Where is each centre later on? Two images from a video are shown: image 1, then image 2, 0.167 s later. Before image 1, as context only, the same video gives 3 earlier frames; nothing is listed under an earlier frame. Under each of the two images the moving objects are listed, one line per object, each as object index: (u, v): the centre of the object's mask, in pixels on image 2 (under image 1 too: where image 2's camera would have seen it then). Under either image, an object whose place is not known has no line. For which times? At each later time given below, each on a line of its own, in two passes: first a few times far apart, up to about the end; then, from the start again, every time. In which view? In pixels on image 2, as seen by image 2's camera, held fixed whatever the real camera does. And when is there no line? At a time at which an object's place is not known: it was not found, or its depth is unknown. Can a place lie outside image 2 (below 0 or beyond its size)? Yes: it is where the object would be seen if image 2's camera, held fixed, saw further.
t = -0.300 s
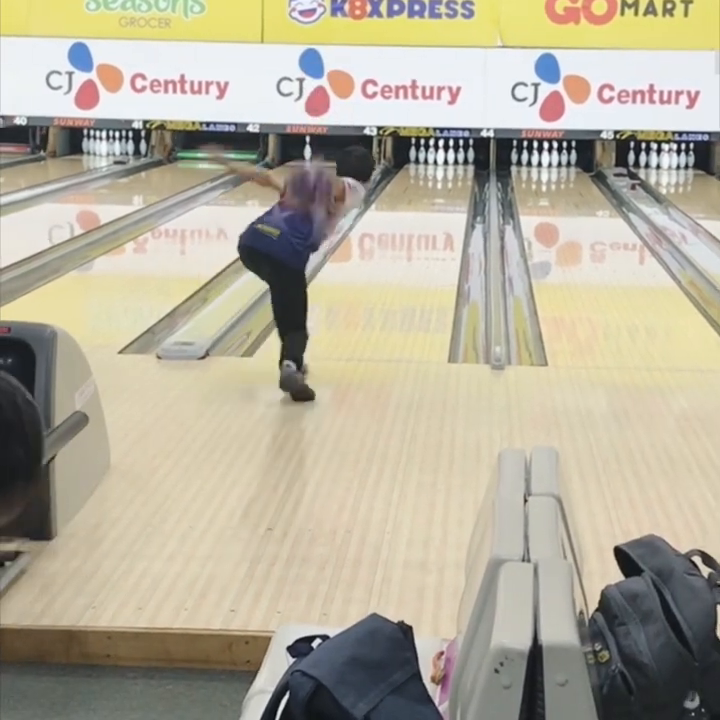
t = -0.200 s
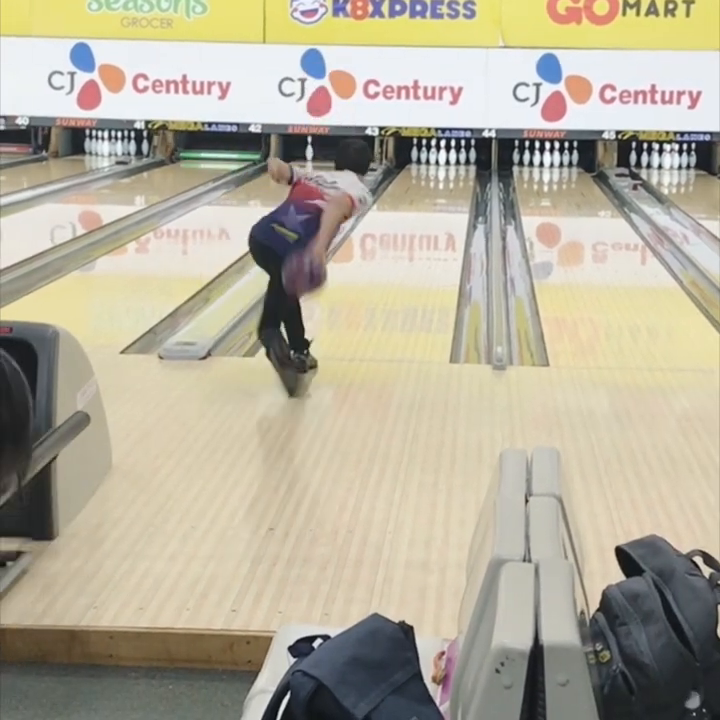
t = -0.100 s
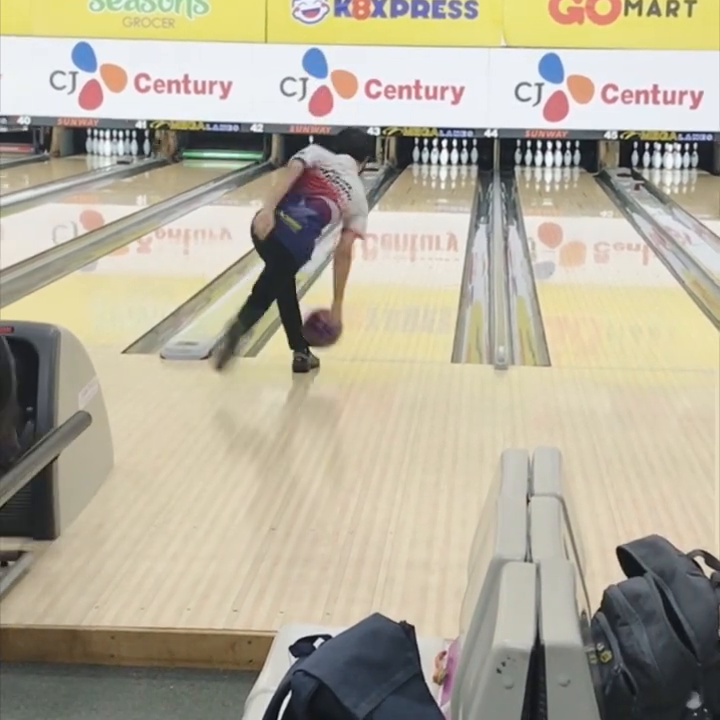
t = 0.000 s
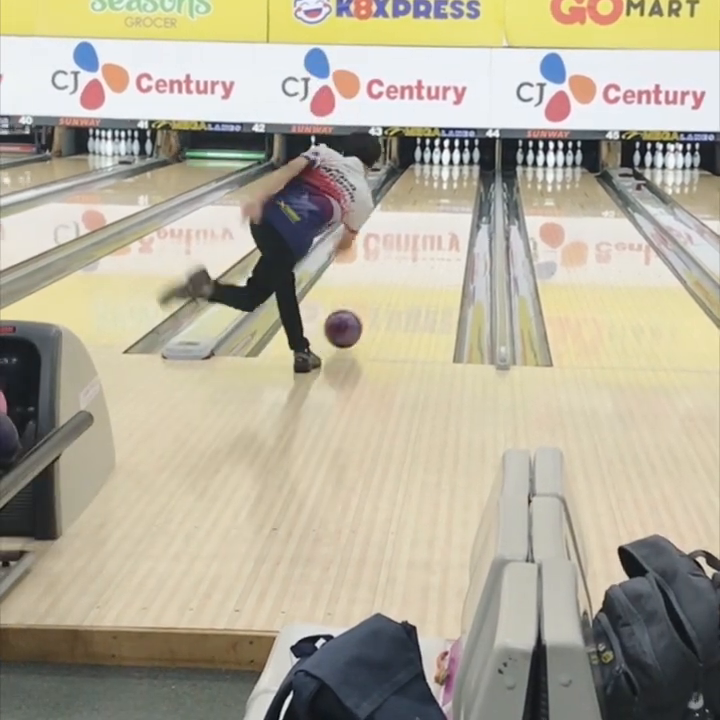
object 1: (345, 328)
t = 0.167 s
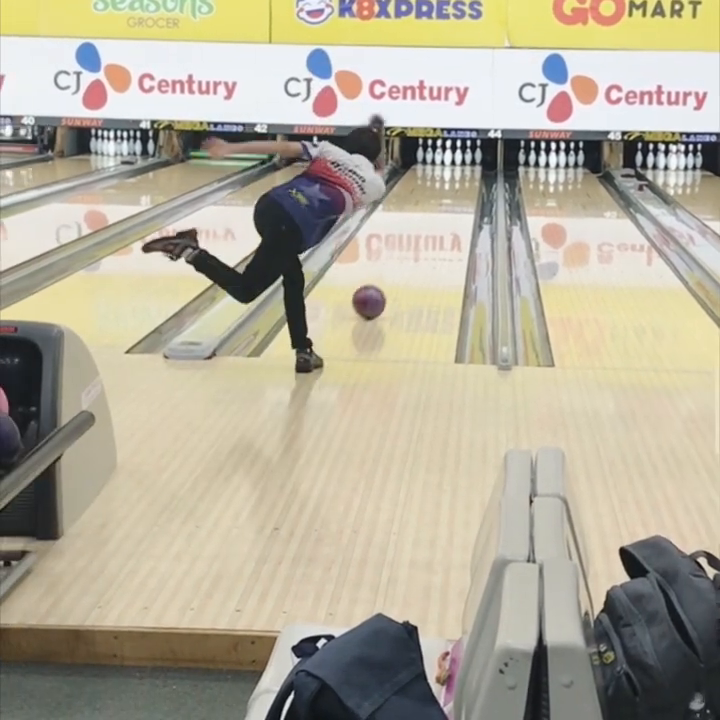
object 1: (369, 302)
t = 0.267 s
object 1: (381, 286)
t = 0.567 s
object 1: (408, 251)
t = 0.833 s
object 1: (425, 228)
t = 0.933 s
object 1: (430, 221)
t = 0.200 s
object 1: (373, 296)
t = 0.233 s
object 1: (377, 291)
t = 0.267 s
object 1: (381, 286)
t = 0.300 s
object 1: (384, 282)
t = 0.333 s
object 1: (388, 278)
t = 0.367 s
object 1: (391, 273)
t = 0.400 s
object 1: (394, 269)
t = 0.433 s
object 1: (397, 265)
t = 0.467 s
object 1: (400, 262)
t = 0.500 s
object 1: (403, 258)
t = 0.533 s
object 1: (406, 254)
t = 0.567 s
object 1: (408, 251)
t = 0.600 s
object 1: (410, 248)
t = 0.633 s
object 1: (413, 245)
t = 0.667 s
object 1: (415, 242)
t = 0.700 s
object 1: (417, 239)
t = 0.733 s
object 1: (419, 237)
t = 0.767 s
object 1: (421, 234)
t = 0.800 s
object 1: (423, 231)
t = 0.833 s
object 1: (425, 228)
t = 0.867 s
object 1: (427, 226)
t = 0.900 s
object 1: (429, 224)
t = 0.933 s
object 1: (430, 221)
